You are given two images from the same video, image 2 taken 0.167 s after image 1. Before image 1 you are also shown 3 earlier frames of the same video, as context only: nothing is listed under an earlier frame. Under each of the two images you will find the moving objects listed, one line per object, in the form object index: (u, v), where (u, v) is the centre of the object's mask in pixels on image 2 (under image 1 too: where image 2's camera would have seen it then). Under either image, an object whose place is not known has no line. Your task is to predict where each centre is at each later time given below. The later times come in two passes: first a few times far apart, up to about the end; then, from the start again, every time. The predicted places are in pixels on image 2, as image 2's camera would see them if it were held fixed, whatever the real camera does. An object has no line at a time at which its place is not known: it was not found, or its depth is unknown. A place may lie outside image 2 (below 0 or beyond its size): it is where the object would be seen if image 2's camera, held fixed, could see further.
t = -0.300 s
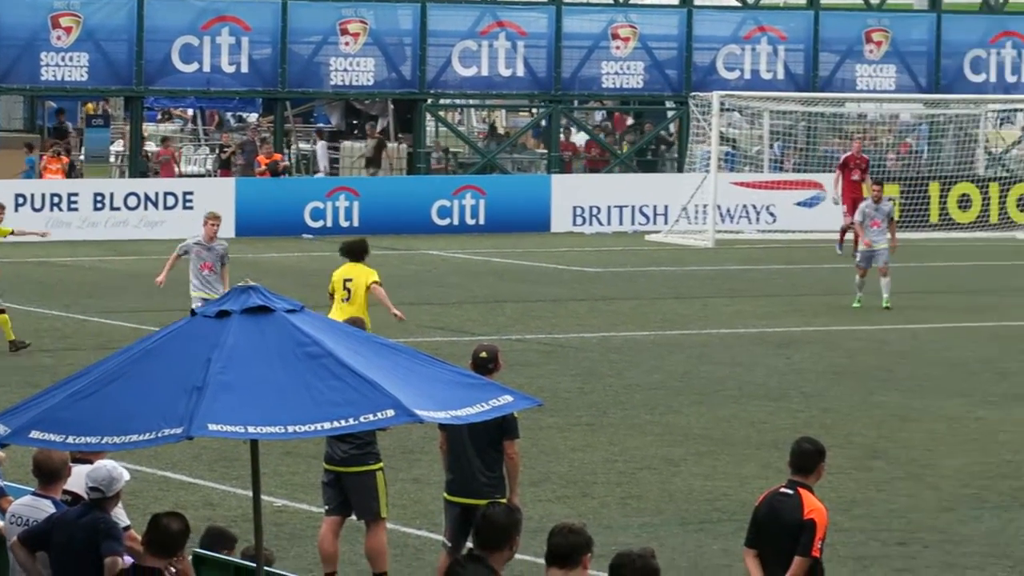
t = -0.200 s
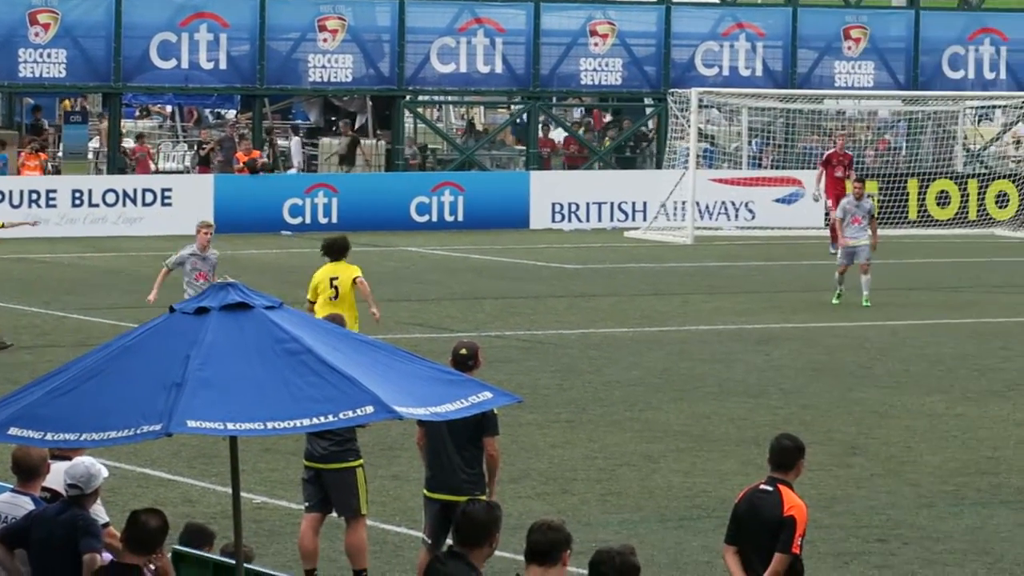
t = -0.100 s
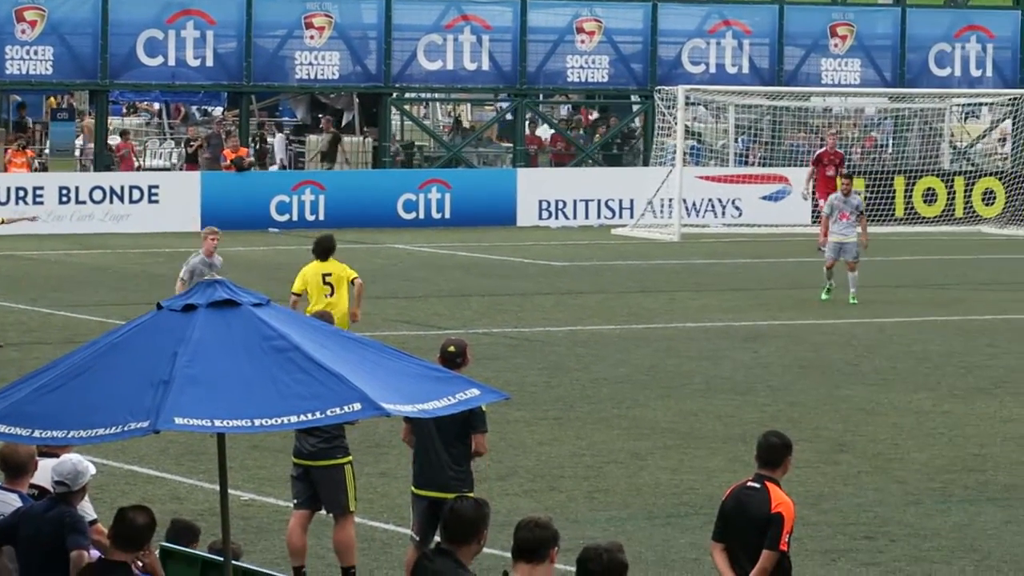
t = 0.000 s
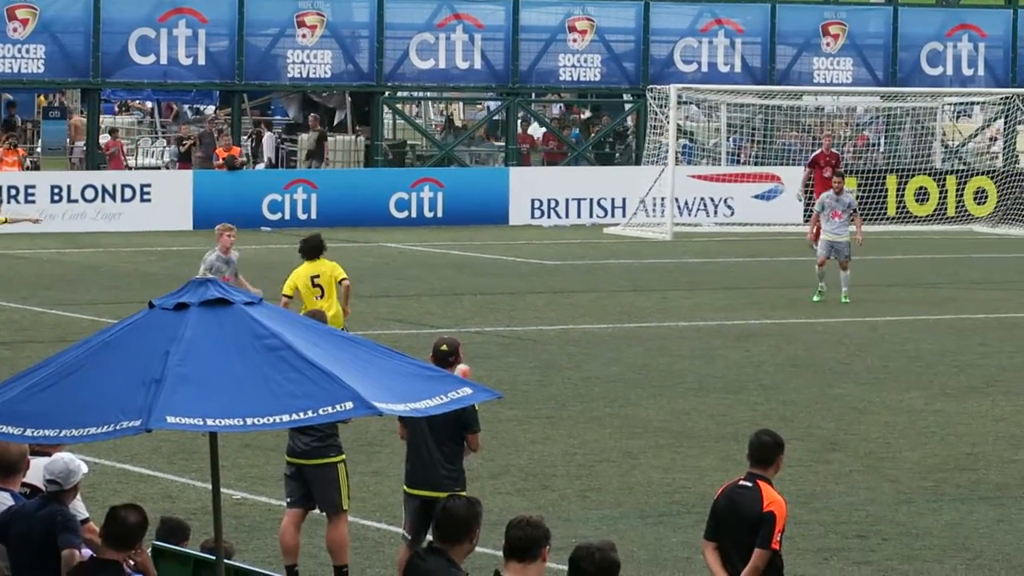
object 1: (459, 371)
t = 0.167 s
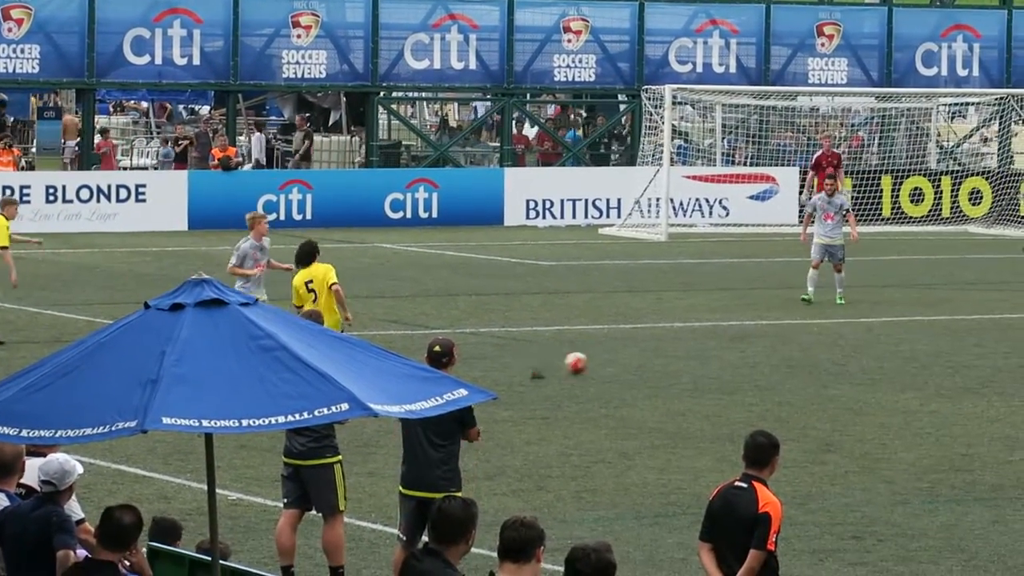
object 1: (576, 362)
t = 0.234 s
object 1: (620, 359)
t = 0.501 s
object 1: (768, 339)
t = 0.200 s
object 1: (598, 361)
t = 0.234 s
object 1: (620, 359)
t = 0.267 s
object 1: (640, 355)
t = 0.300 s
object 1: (660, 351)
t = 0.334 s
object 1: (679, 349)
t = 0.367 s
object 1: (698, 348)
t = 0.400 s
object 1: (718, 349)
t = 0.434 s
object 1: (735, 348)
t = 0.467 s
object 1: (752, 343)
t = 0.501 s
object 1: (768, 339)
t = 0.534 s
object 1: (783, 337)
